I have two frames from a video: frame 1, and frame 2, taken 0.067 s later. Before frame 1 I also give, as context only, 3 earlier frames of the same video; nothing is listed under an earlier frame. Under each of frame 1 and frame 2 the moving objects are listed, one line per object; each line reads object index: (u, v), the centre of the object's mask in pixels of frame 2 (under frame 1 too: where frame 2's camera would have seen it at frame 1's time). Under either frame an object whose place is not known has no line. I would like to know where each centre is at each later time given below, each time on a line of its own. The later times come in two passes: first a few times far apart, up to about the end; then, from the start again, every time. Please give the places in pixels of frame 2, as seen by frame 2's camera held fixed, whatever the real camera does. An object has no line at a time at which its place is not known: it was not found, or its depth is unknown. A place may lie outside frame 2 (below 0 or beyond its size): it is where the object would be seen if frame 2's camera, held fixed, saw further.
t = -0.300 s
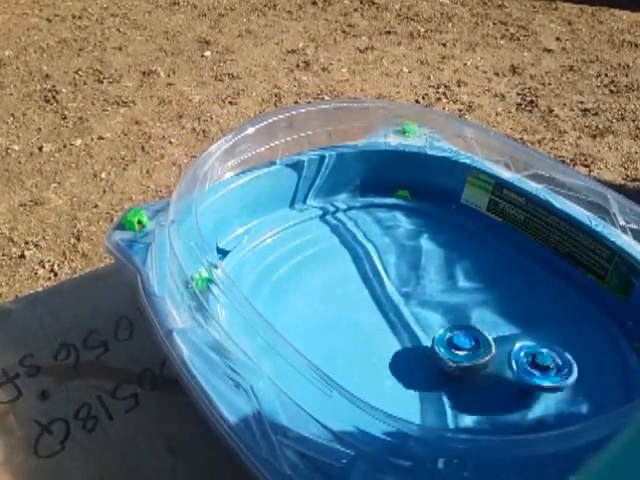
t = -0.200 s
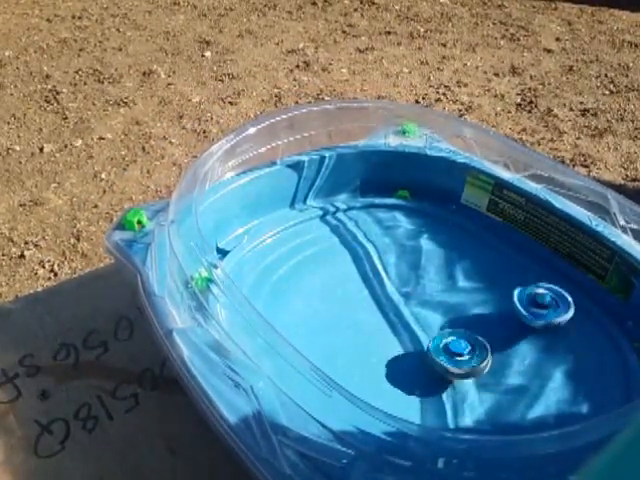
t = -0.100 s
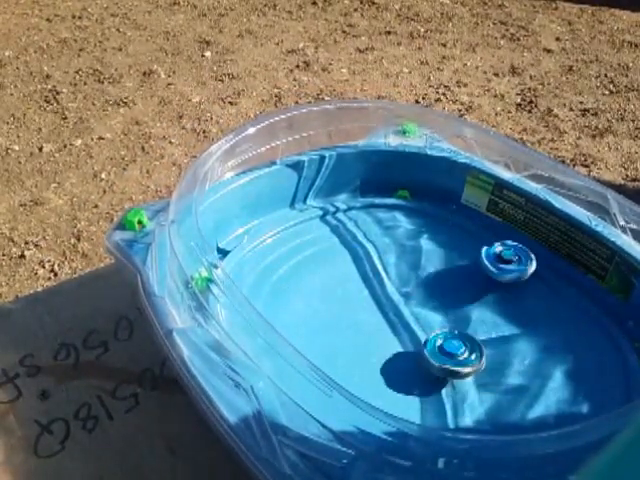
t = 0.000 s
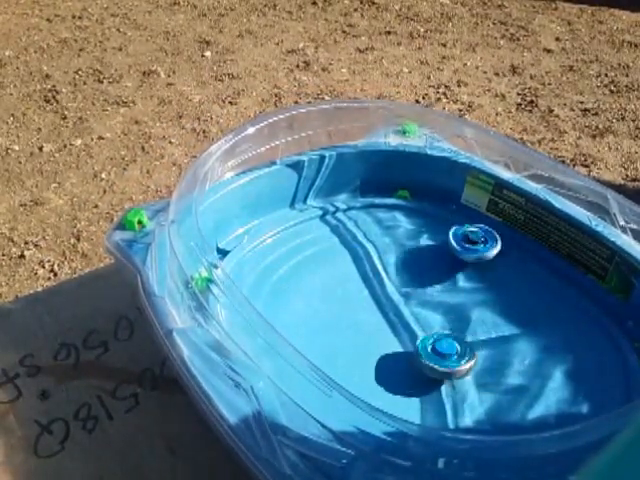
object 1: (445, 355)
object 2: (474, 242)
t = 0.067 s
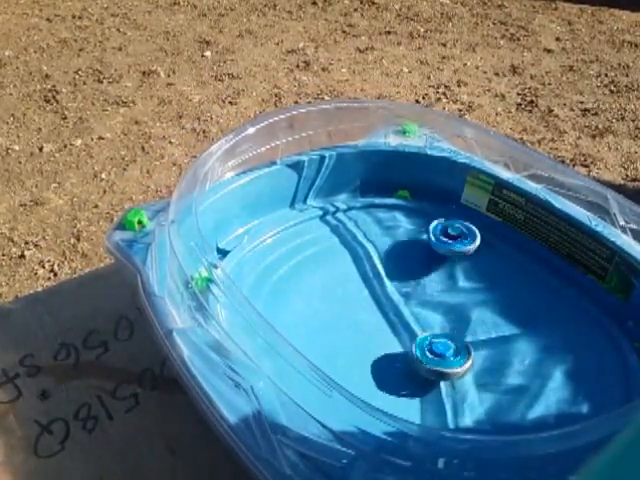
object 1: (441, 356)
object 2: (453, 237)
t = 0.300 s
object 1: (428, 354)
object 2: (341, 262)
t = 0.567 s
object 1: (427, 344)
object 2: (400, 397)
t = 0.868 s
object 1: (413, 331)
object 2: (568, 393)
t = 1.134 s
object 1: (405, 326)
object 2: (546, 325)
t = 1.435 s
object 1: (414, 326)
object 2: (376, 281)
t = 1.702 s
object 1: (415, 315)
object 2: (364, 379)
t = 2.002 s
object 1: (430, 315)
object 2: (499, 368)
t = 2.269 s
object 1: (375, 292)
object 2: (542, 316)
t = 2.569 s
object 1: (380, 320)
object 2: (439, 281)
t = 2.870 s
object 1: (385, 379)
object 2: (423, 304)
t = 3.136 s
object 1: (442, 417)
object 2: (425, 281)
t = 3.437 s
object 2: (423, 325)
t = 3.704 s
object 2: (465, 335)
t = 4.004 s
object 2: (441, 309)
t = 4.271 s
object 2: (392, 284)
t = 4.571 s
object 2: (342, 305)
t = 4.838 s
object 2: (361, 348)
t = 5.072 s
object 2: (414, 365)
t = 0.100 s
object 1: (440, 356)
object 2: (441, 235)
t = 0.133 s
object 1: (439, 357)
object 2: (426, 235)
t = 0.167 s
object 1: (437, 358)
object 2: (411, 236)
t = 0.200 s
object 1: (436, 358)
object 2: (393, 239)
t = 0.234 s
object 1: (434, 356)
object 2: (374, 243)
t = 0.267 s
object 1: (432, 355)
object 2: (357, 251)
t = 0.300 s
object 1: (428, 354)
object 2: (341, 262)
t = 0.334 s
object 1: (424, 354)
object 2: (329, 276)
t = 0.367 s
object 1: (420, 354)
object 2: (323, 295)
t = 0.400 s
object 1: (417, 355)
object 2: (323, 315)
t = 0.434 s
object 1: (416, 356)
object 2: (331, 336)
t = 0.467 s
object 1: (416, 355)
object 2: (347, 355)
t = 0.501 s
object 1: (418, 353)
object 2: (367, 372)
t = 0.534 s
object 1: (424, 348)
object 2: (381, 385)
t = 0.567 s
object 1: (427, 344)
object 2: (400, 397)
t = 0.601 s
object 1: (429, 341)
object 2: (425, 407)
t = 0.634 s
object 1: (429, 340)
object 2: (452, 413)
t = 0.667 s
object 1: (425, 338)
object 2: (482, 415)
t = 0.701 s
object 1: (422, 337)
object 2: (506, 414)
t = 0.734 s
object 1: (420, 335)
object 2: (526, 410)
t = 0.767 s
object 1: (417, 334)
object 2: (541, 407)
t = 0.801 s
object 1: (415, 332)
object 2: (550, 405)
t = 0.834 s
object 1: (414, 332)
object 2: (562, 401)
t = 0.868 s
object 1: (413, 331)
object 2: (568, 393)
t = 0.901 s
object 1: (412, 330)
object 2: (572, 383)
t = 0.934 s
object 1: (411, 330)
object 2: (572, 379)
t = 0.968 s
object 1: (411, 329)
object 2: (570, 368)
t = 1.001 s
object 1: (411, 329)
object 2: (567, 361)
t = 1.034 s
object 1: (410, 329)
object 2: (565, 354)
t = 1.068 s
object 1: (410, 328)
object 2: (561, 346)
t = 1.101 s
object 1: (408, 327)
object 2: (555, 336)
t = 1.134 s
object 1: (405, 326)
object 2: (546, 325)
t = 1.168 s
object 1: (404, 326)
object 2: (531, 311)
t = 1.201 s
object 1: (403, 325)
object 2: (515, 299)
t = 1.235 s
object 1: (402, 326)
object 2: (496, 288)
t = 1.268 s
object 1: (403, 326)
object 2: (477, 280)
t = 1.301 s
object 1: (403, 327)
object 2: (457, 275)
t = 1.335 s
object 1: (405, 327)
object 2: (435, 273)
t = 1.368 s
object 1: (409, 327)
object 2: (413, 273)
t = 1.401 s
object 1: (411, 327)
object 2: (393, 276)
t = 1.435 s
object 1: (414, 326)
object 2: (376, 281)
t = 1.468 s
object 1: (415, 325)
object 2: (359, 289)
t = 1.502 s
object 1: (416, 323)
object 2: (347, 299)
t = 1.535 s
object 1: (416, 321)
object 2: (338, 312)
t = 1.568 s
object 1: (416, 319)
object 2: (334, 325)
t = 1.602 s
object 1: (415, 317)
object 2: (332, 339)
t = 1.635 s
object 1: (415, 316)
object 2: (339, 354)
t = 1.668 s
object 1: (415, 316)
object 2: (350, 366)
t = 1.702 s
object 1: (415, 315)
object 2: (364, 379)
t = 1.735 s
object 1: (415, 315)
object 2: (380, 389)
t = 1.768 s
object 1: (416, 316)
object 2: (401, 397)
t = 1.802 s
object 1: (417, 316)
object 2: (422, 402)
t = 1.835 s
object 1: (418, 316)
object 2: (442, 403)
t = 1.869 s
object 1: (420, 317)
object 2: (462, 402)
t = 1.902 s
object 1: (424, 317)
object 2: (474, 398)
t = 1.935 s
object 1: (427, 317)
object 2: (487, 390)
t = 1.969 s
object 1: (429, 316)
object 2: (497, 380)
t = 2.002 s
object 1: (430, 315)
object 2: (499, 368)
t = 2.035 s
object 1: (432, 314)
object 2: (500, 357)
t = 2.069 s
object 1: (432, 313)
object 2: (497, 345)
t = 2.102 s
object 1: (432, 312)
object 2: (491, 333)
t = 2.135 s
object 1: (417, 304)
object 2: (507, 332)
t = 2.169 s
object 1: (399, 296)
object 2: (527, 332)
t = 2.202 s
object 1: (387, 291)
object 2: (536, 328)
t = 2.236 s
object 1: (379, 290)
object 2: (542, 323)
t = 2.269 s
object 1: (375, 292)
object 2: (542, 316)
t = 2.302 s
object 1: (373, 294)
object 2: (535, 309)
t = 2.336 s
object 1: (372, 297)
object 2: (529, 301)
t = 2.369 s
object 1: (372, 300)
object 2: (518, 291)
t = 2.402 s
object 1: (372, 303)
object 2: (508, 285)
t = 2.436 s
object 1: (373, 307)
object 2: (495, 278)
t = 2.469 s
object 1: (374, 311)
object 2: (480, 276)
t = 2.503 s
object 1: (376, 314)
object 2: (466, 275)
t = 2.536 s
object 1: (377, 317)
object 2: (451, 276)
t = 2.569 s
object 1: (380, 320)
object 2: (439, 281)
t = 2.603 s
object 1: (382, 323)
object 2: (429, 285)
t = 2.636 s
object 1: (384, 326)
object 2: (416, 291)
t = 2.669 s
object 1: (379, 336)
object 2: (418, 290)
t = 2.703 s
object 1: (378, 343)
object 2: (418, 293)
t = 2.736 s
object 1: (380, 348)
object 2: (416, 298)
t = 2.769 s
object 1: (384, 352)
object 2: (415, 303)
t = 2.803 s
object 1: (390, 354)
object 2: (412, 309)
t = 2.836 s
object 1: (394, 358)
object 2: (414, 315)
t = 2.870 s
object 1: (385, 379)
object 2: (423, 304)
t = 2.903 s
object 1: (384, 389)
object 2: (434, 293)
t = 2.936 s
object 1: (387, 396)
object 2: (442, 286)
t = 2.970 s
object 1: (394, 402)
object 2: (444, 283)
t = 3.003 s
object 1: (403, 404)
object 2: (445, 279)
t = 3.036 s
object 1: (413, 408)
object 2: (442, 280)
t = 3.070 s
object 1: (423, 412)
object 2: (436, 279)
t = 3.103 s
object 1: (434, 414)
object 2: (432, 279)
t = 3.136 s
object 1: (442, 417)
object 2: (425, 281)
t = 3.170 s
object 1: (451, 418)
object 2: (422, 283)
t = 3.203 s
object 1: (457, 419)
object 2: (417, 286)
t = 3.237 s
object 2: (415, 290)
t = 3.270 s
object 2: (414, 296)
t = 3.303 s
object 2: (412, 301)
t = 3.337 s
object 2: (414, 306)
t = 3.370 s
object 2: (414, 312)
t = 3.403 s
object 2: (418, 318)
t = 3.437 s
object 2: (423, 325)
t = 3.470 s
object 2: (427, 331)
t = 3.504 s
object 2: (436, 337)
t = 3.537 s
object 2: (442, 343)
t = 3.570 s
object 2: (451, 345)
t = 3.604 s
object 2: (454, 343)
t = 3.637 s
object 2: (457, 340)
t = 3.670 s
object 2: (462, 336)
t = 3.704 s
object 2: (465, 335)
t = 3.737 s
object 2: (465, 332)
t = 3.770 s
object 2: (466, 328)
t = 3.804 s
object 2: (468, 321)
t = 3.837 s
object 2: (466, 317)
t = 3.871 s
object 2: (461, 314)
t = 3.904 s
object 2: (459, 311)
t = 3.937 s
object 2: (454, 311)
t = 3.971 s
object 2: (446, 310)
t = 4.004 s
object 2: (441, 309)
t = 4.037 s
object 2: (435, 309)
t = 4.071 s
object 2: (429, 310)
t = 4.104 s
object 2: (424, 311)
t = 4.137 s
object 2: (421, 310)
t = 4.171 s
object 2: (416, 310)
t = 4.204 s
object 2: (410, 305)
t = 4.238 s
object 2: (400, 293)
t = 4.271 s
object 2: (392, 284)
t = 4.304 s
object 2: (386, 280)
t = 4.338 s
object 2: (379, 281)
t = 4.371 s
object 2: (371, 280)
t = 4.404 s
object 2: (363, 282)
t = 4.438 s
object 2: (356, 283)
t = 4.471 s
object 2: (350, 286)
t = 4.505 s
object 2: (347, 291)
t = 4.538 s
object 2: (344, 298)
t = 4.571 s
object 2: (342, 305)
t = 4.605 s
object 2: (344, 312)
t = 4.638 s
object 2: (349, 320)
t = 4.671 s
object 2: (356, 328)
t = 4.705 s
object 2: (364, 336)
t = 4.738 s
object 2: (372, 343)
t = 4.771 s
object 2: (377, 346)
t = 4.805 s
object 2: (365, 347)
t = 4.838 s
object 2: (361, 348)
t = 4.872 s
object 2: (363, 350)
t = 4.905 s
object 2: (370, 354)
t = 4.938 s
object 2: (378, 358)
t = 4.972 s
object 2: (387, 361)
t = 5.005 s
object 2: (396, 364)
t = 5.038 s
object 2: (405, 366)
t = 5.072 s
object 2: (414, 365)
